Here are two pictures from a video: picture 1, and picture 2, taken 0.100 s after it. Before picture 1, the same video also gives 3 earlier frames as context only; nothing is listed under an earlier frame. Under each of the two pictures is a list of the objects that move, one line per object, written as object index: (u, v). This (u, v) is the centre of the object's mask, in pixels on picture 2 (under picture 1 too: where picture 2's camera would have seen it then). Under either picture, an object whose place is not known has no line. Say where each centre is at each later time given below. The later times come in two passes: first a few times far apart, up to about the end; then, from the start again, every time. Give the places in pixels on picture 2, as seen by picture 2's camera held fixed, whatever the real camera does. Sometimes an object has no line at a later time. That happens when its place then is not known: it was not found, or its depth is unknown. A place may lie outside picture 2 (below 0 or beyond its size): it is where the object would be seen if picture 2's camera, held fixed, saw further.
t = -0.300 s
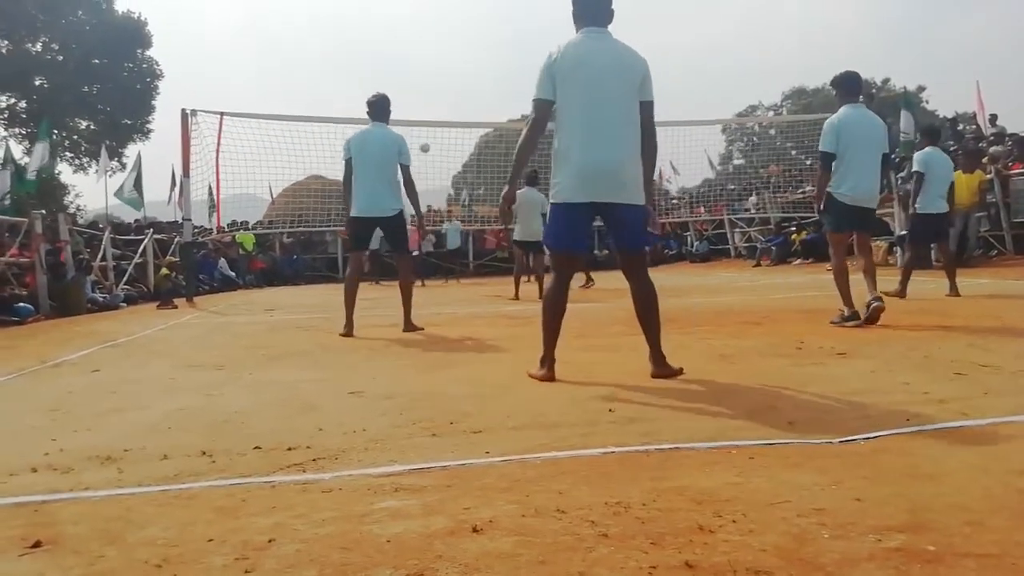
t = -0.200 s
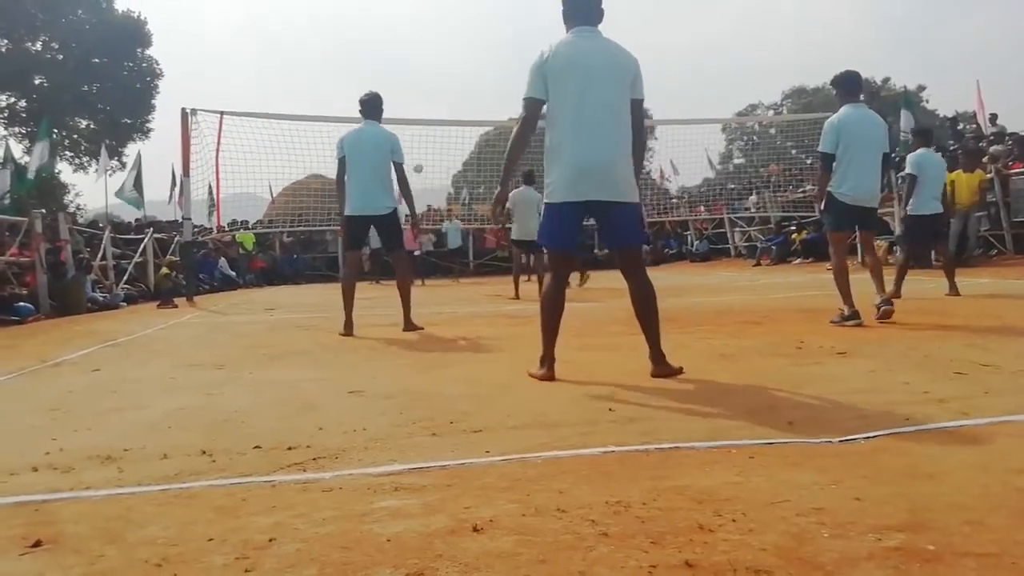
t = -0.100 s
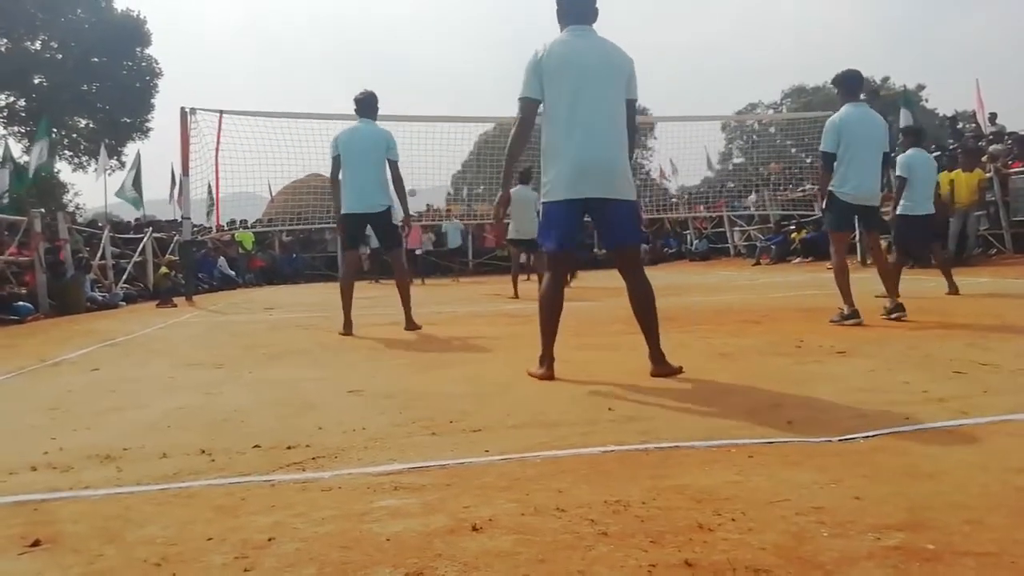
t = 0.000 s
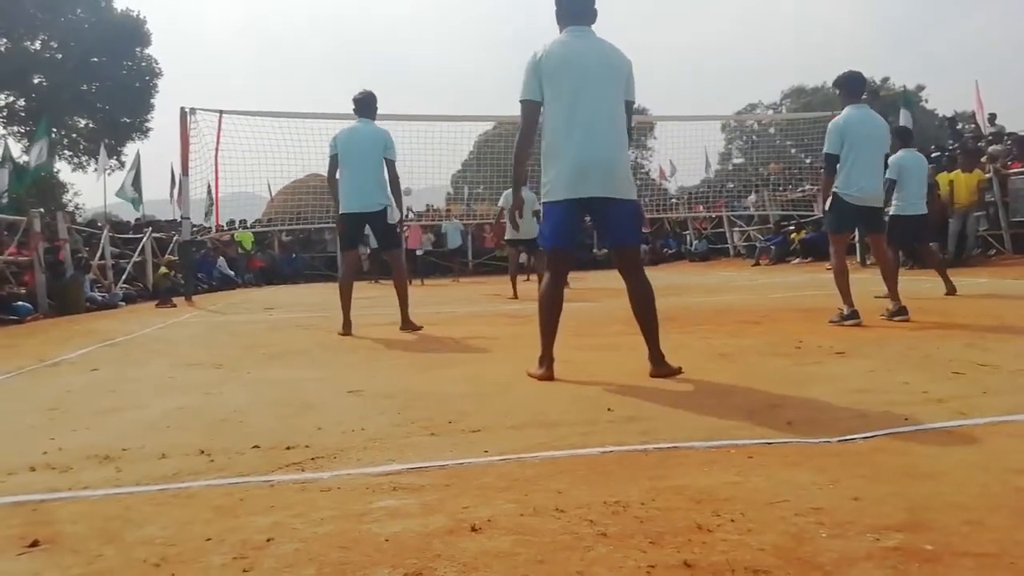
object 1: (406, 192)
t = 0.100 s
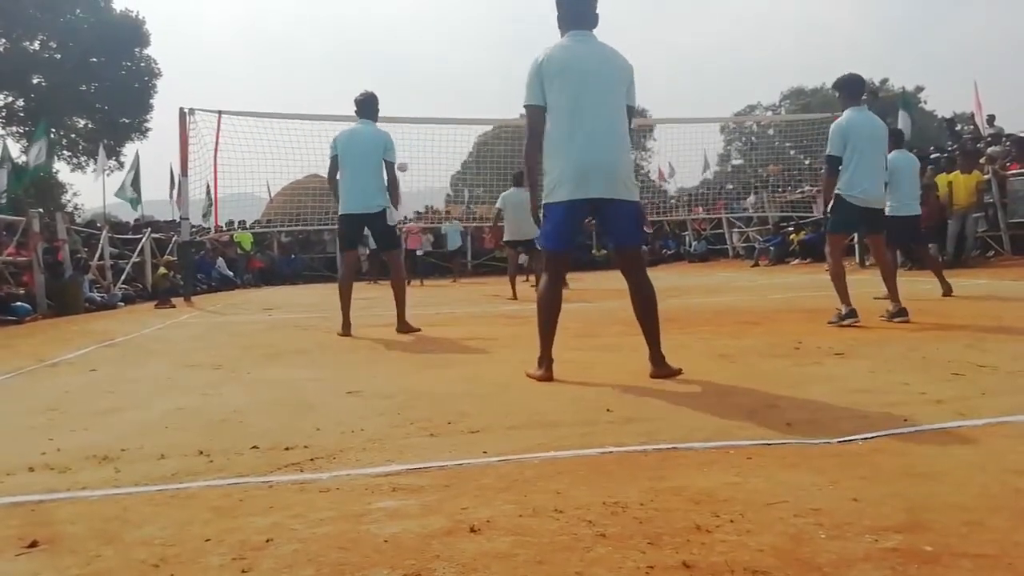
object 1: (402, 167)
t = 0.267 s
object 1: (396, 129)
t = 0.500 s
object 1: (389, 85)
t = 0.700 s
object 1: (379, 64)
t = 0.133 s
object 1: (401, 159)
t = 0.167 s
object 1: (401, 151)
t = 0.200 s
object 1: (400, 143)
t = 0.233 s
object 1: (398, 135)
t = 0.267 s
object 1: (396, 129)
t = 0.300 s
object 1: (396, 116)
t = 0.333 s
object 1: (393, 113)
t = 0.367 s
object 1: (393, 108)
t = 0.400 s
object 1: (392, 101)
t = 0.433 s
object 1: (391, 96)
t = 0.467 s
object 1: (390, 90)
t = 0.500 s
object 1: (389, 85)
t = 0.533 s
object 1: (387, 80)
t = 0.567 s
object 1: (386, 76)
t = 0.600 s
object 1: (384, 72)
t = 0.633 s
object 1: (383, 69)
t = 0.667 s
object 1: (381, 66)
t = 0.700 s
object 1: (379, 64)
